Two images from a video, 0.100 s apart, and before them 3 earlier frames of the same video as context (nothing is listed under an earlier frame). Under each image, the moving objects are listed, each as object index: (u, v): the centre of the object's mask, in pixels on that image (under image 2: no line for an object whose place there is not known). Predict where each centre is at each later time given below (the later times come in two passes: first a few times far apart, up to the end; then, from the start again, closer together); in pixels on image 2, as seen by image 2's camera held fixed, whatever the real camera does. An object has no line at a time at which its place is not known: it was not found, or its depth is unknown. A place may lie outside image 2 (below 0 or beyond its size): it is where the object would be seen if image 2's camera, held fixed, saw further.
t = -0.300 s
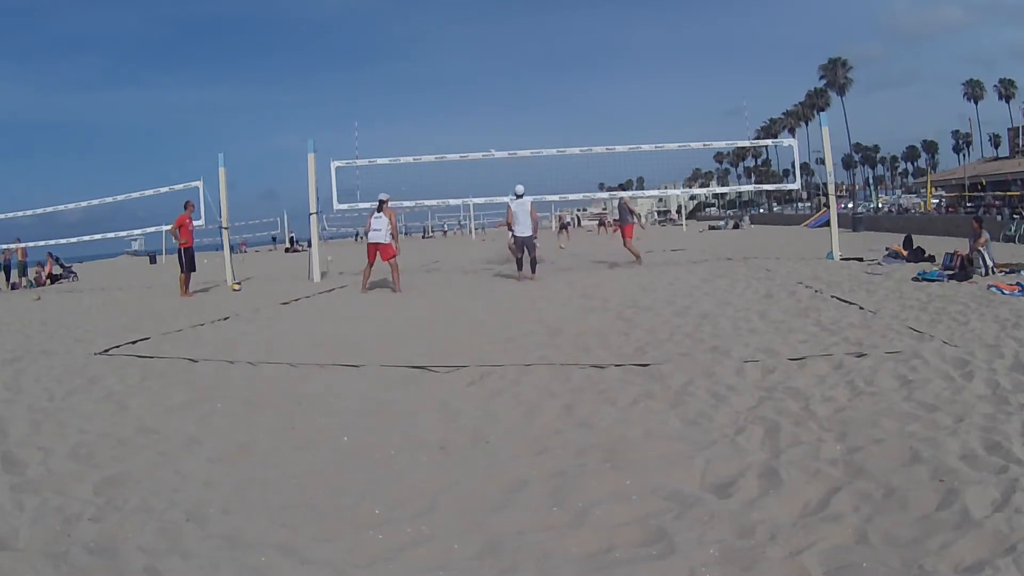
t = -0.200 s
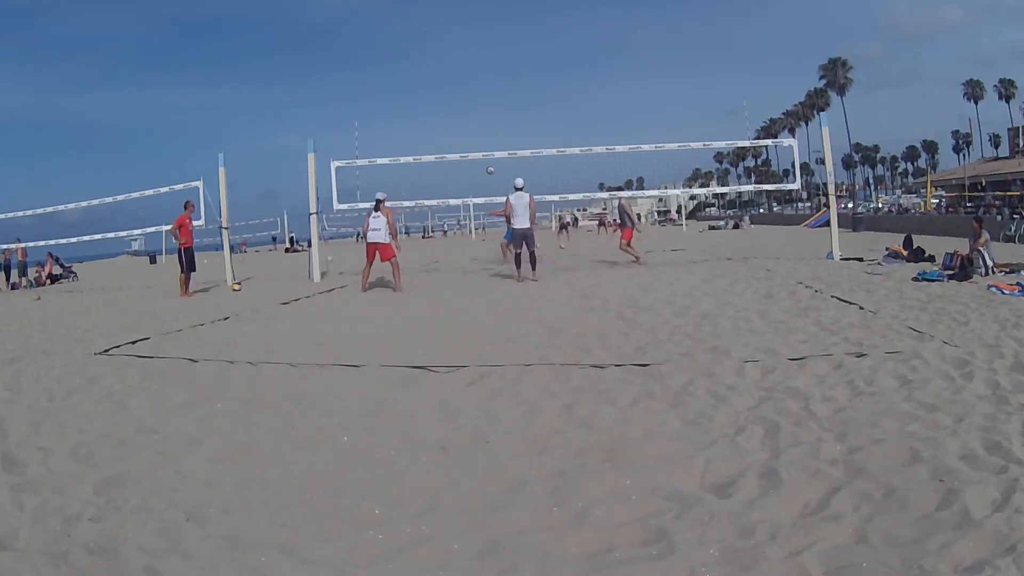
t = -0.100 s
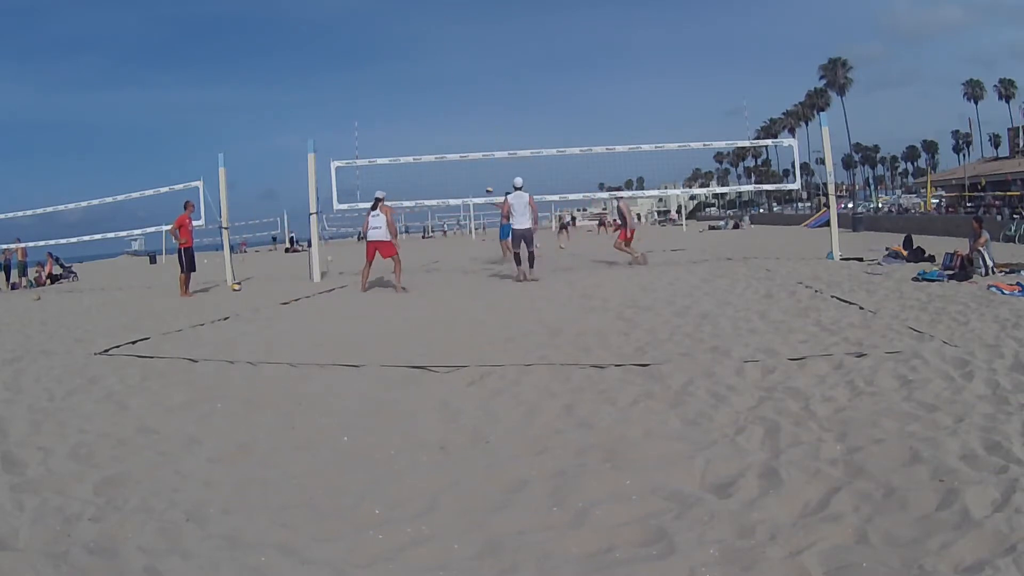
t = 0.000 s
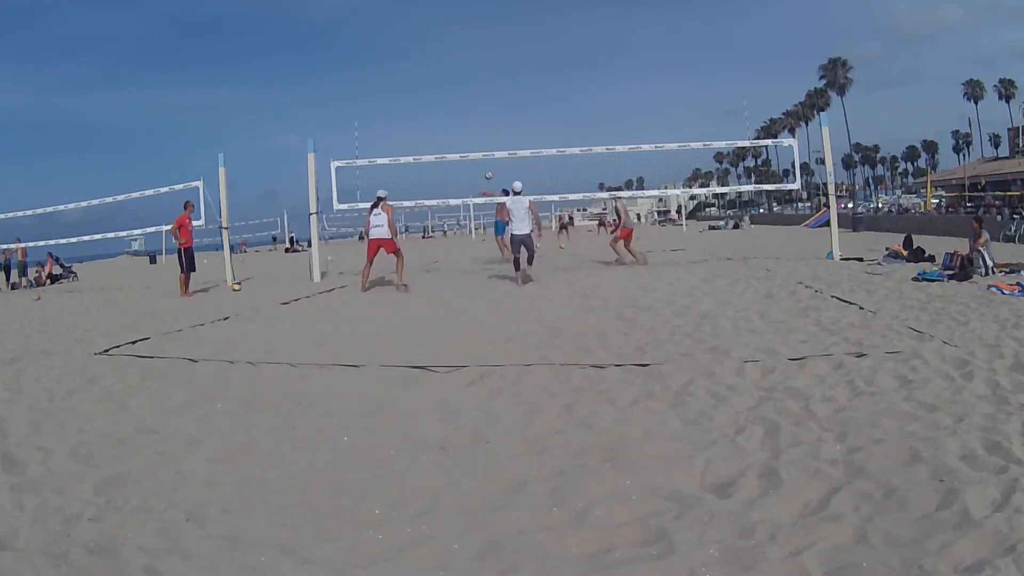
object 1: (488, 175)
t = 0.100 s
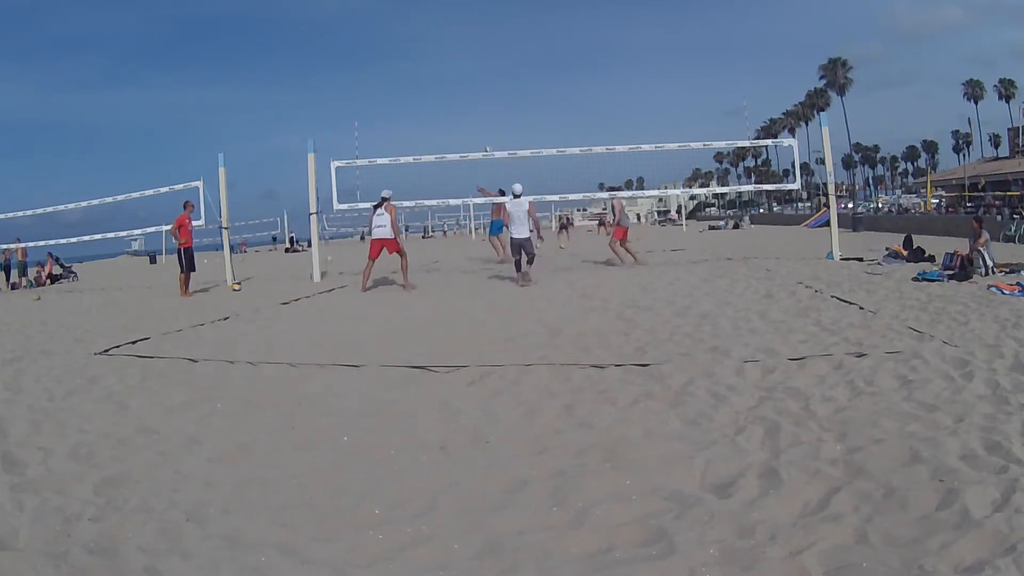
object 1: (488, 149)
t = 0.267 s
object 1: (490, 116)
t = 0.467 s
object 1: (492, 90)
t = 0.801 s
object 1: (499, 79)
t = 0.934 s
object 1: (503, 85)
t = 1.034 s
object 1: (507, 95)
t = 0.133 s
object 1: (489, 142)
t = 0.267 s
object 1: (490, 116)
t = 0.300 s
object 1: (490, 111)
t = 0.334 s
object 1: (490, 106)
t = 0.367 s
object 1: (491, 101)
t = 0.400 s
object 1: (491, 97)
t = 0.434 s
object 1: (492, 93)
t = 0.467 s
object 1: (492, 90)
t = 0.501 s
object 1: (493, 87)
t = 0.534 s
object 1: (493, 84)
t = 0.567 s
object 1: (494, 82)
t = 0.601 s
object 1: (494, 80)
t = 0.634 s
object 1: (495, 79)
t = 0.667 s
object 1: (496, 78)
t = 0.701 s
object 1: (497, 78)
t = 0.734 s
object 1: (498, 77)
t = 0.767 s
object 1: (498, 78)
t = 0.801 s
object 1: (499, 79)
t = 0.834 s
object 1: (500, 79)
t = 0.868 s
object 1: (501, 81)
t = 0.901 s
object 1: (502, 83)
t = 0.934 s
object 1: (503, 85)
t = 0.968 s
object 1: (504, 88)
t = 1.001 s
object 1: (505, 91)
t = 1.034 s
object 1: (507, 95)
